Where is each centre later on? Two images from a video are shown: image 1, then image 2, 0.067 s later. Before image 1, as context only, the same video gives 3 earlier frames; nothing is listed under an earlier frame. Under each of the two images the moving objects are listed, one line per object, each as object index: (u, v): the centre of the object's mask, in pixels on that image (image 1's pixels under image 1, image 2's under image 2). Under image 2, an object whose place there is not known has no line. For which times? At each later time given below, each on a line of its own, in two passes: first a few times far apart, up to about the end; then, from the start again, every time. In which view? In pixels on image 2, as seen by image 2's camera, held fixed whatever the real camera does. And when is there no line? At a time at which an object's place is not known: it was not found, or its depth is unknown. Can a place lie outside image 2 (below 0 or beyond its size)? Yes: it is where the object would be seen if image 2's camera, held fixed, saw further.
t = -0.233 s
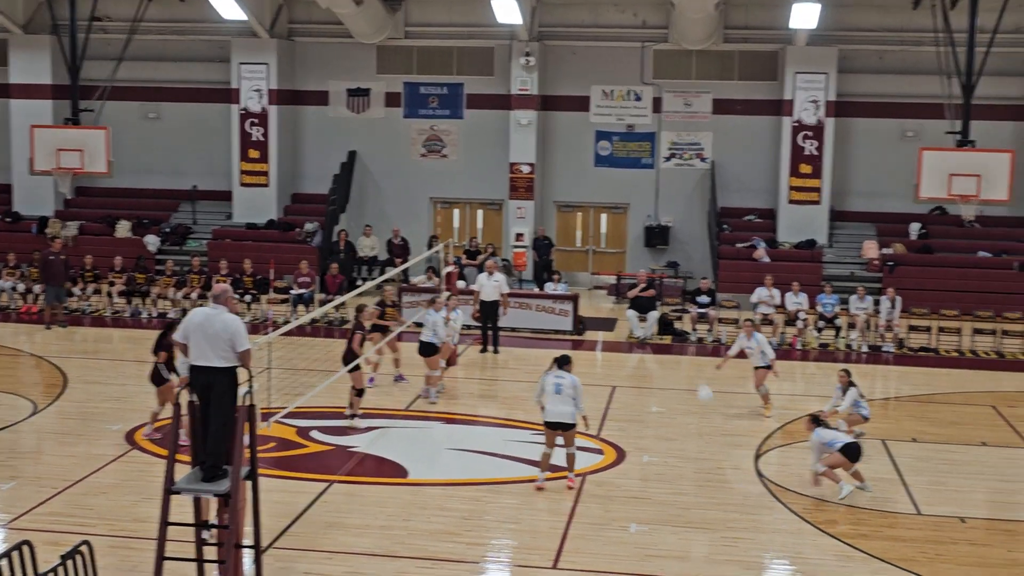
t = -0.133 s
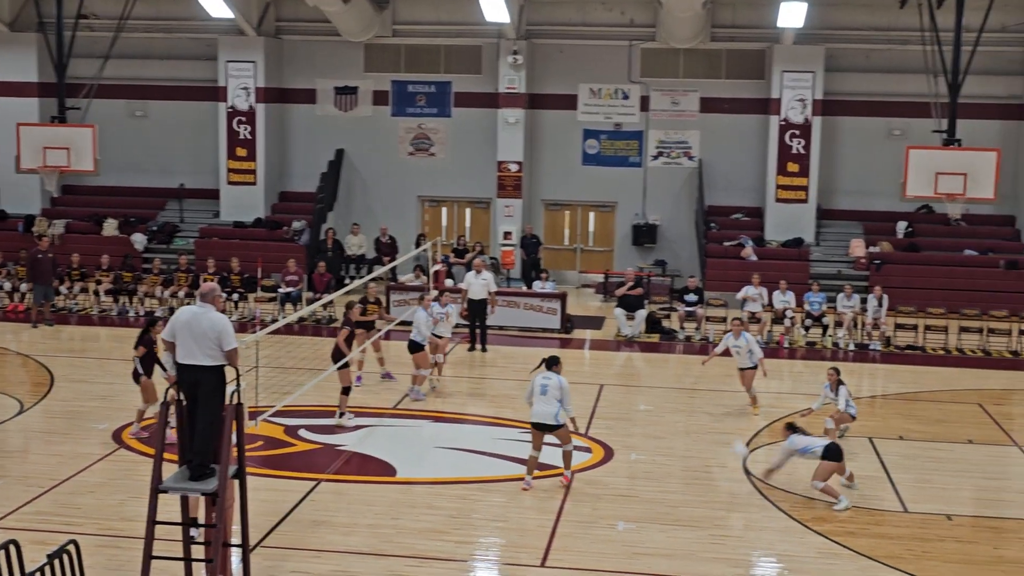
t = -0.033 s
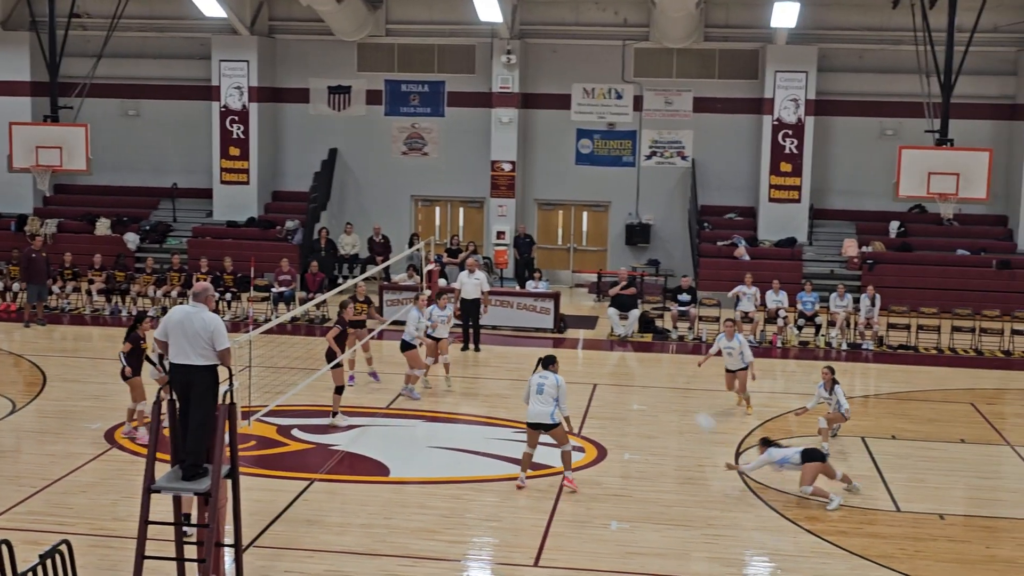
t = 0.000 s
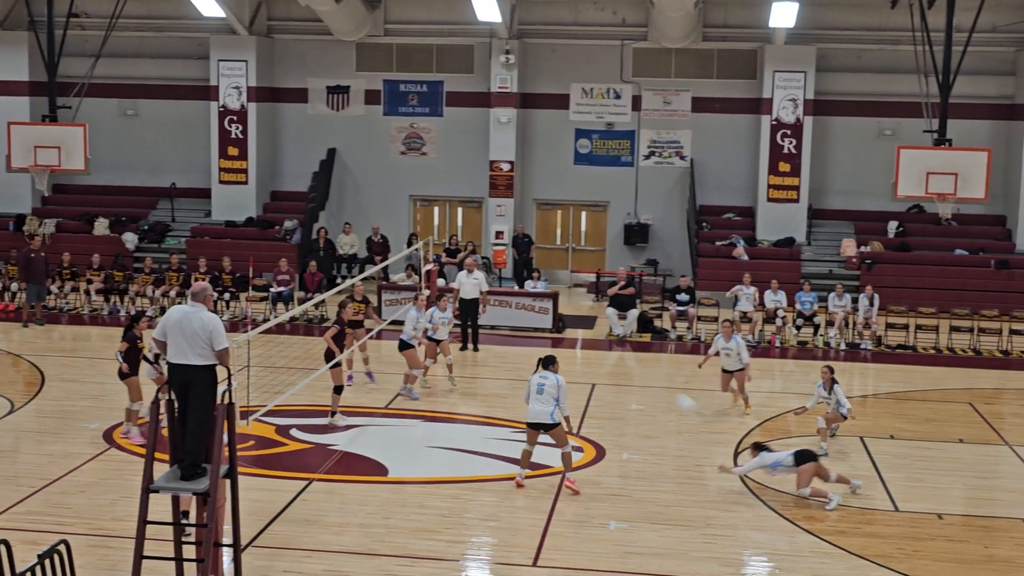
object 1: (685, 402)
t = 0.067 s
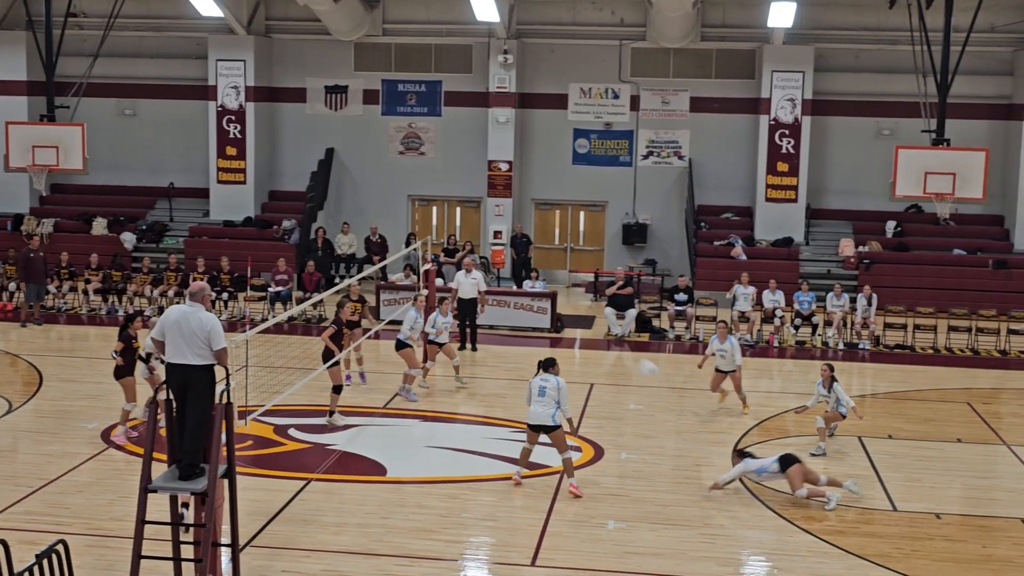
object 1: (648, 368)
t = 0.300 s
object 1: (519, 271)
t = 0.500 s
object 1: (405, 218)
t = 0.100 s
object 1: (629, 350)
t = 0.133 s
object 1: (612, 338)
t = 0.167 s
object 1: (593, 322)
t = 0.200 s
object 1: (576, 309)
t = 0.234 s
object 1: (557, 294)
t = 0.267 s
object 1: (538, 281)
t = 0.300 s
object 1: (519, 271)
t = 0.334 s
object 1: (501, 261)
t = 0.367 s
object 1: (482, 250)
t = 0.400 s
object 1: (462, 241)
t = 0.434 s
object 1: (443, 232)
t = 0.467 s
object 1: (423, 224)
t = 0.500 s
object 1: (405, 218)
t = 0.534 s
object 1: (386, 212)
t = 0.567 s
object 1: (367, 208)
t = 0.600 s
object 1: (348, 204)
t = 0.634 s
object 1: (328, 201)
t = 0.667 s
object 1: (308, 199)
